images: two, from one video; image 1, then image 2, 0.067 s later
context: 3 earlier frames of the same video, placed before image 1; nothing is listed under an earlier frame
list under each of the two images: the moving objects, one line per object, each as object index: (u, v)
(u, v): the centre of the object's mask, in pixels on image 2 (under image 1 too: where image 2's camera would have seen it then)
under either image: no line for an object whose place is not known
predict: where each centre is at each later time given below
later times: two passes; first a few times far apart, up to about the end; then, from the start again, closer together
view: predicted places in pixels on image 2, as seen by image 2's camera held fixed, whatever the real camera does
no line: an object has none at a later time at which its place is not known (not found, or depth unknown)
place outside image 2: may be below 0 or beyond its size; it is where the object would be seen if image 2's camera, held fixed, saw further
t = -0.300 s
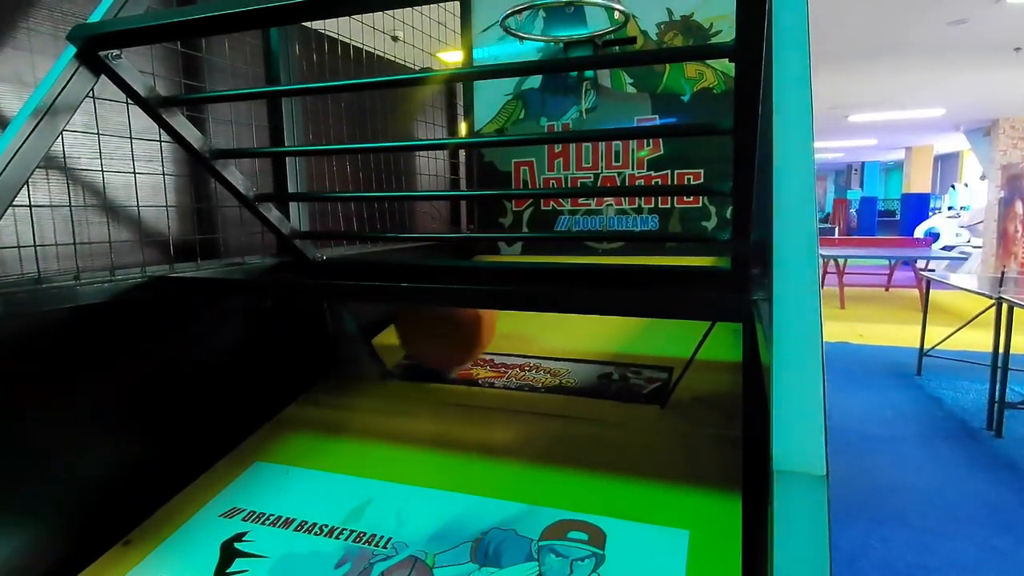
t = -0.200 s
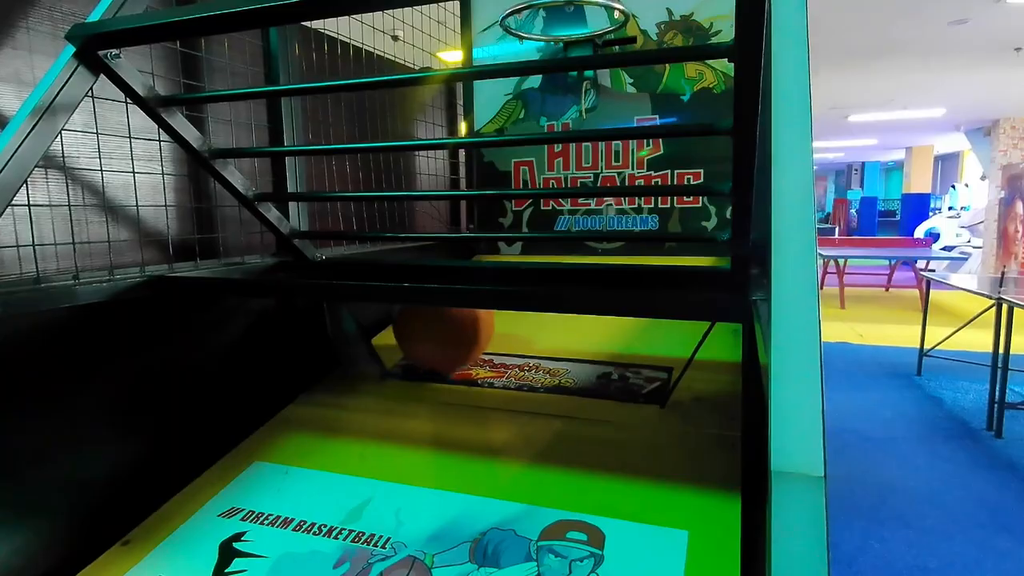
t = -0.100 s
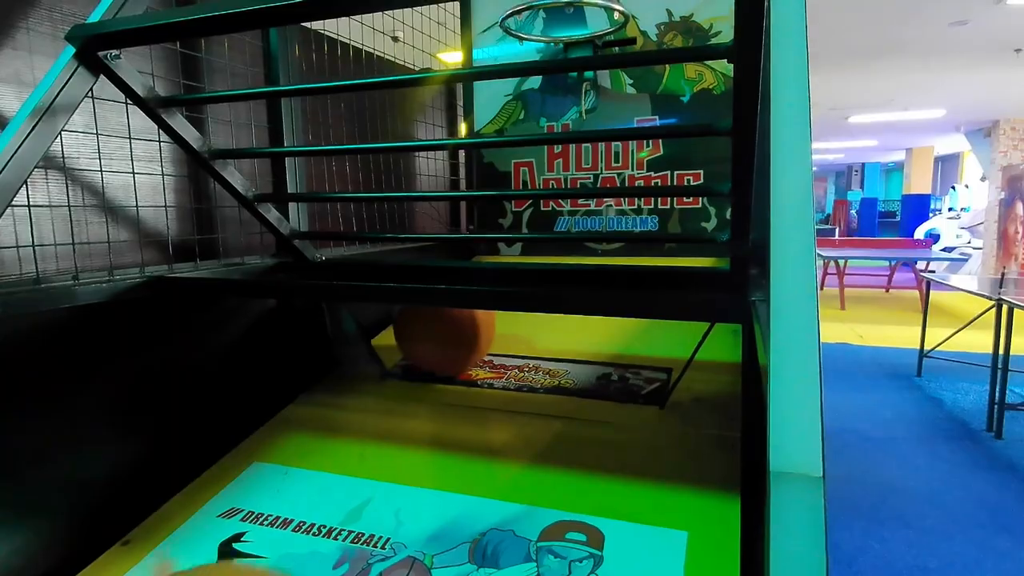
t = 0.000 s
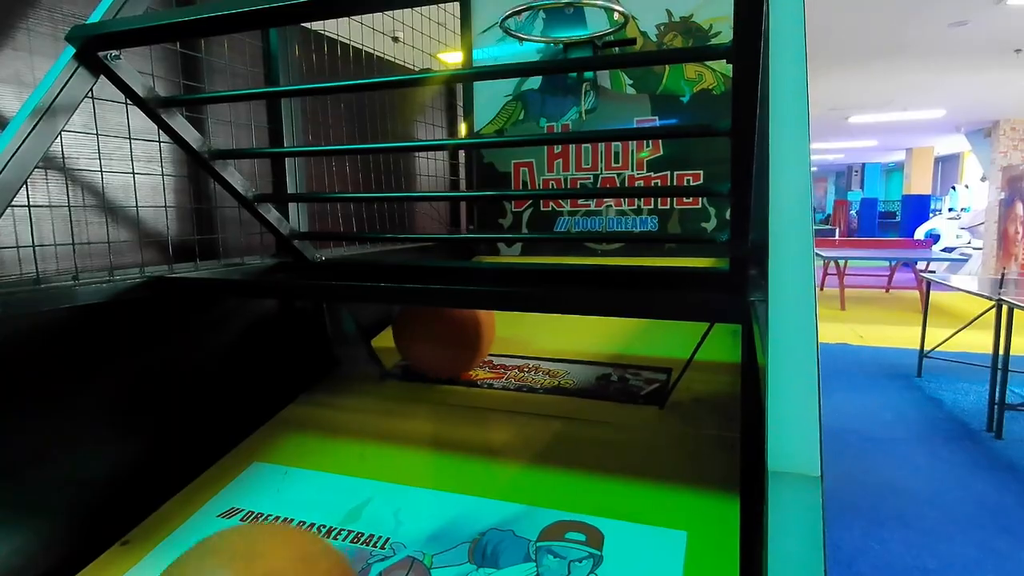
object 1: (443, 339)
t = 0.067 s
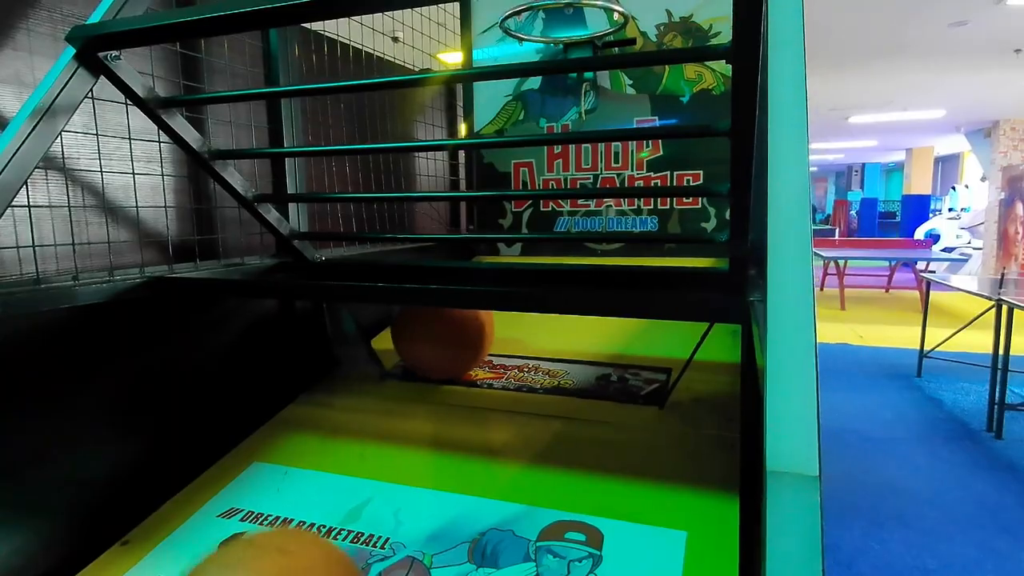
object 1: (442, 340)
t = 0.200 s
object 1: (438, 345)
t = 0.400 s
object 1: (425, 358)
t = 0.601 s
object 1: (394, 389)
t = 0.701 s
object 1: (372, 412)
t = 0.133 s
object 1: (441, 342)
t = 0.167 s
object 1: (440, 344)
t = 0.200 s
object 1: (438, 345)
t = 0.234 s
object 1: (437, 347)
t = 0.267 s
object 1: (435, 348)
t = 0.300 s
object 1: (433, 350)
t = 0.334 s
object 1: (431, 353)
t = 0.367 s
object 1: (427, 355)
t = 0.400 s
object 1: (425, 358)
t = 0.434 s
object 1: (423, 360)
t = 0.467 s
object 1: (417, 364)
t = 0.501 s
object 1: (413, 369)
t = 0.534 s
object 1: (407, 375)
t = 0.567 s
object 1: (401, 382)
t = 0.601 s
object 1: (394, 389)
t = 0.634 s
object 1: (388, 396)
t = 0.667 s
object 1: (380, 404)
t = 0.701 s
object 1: (372, 412)
